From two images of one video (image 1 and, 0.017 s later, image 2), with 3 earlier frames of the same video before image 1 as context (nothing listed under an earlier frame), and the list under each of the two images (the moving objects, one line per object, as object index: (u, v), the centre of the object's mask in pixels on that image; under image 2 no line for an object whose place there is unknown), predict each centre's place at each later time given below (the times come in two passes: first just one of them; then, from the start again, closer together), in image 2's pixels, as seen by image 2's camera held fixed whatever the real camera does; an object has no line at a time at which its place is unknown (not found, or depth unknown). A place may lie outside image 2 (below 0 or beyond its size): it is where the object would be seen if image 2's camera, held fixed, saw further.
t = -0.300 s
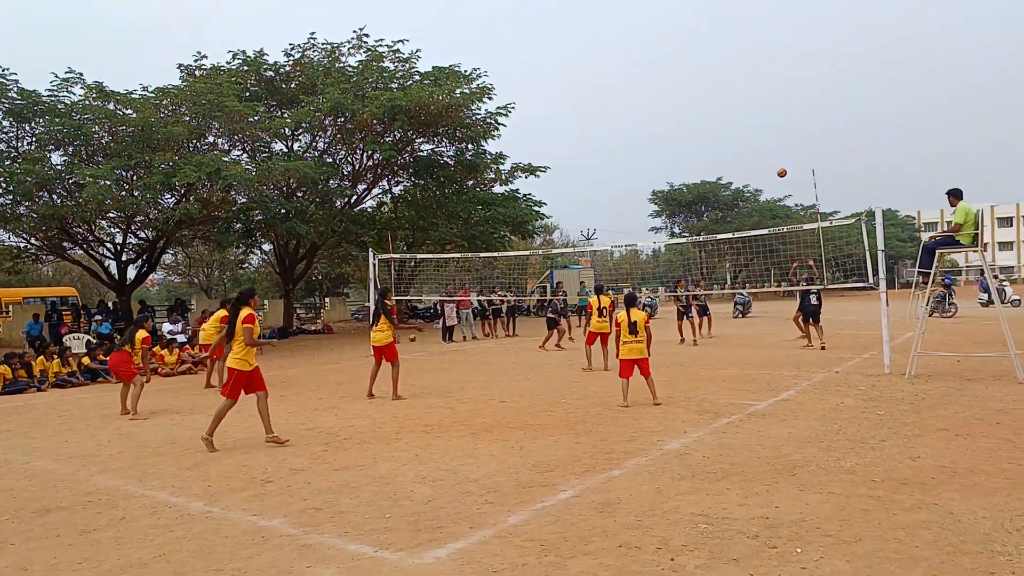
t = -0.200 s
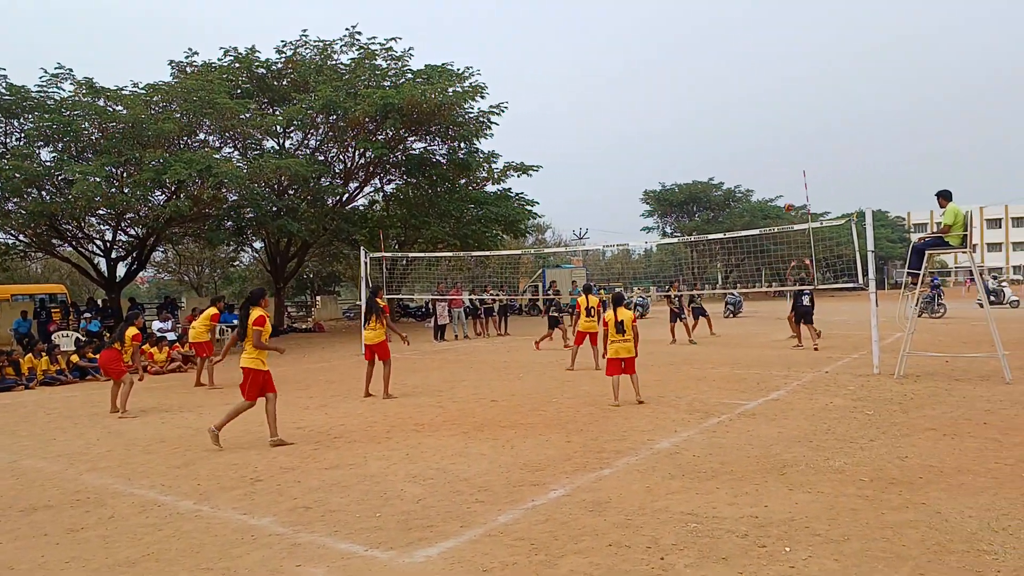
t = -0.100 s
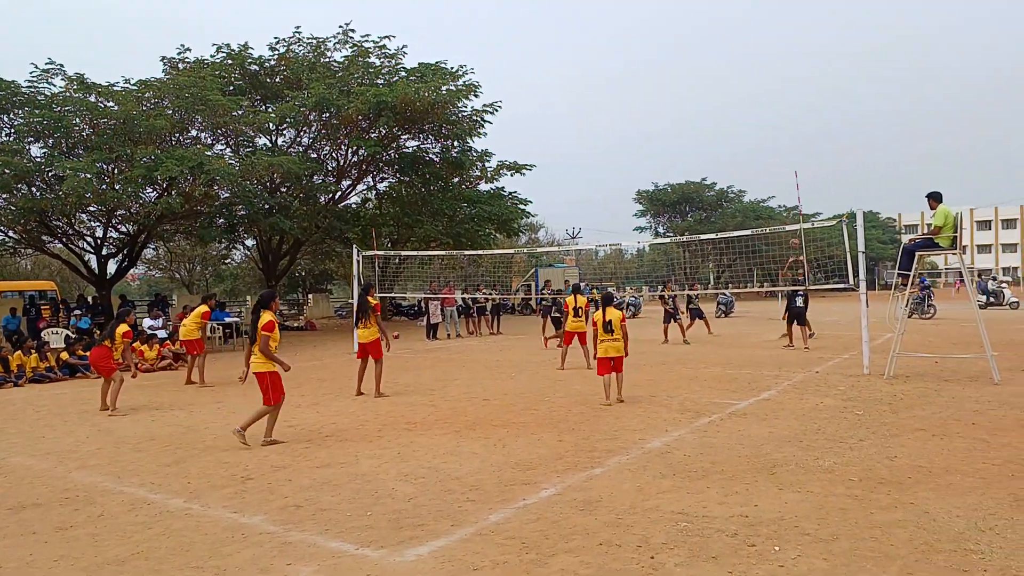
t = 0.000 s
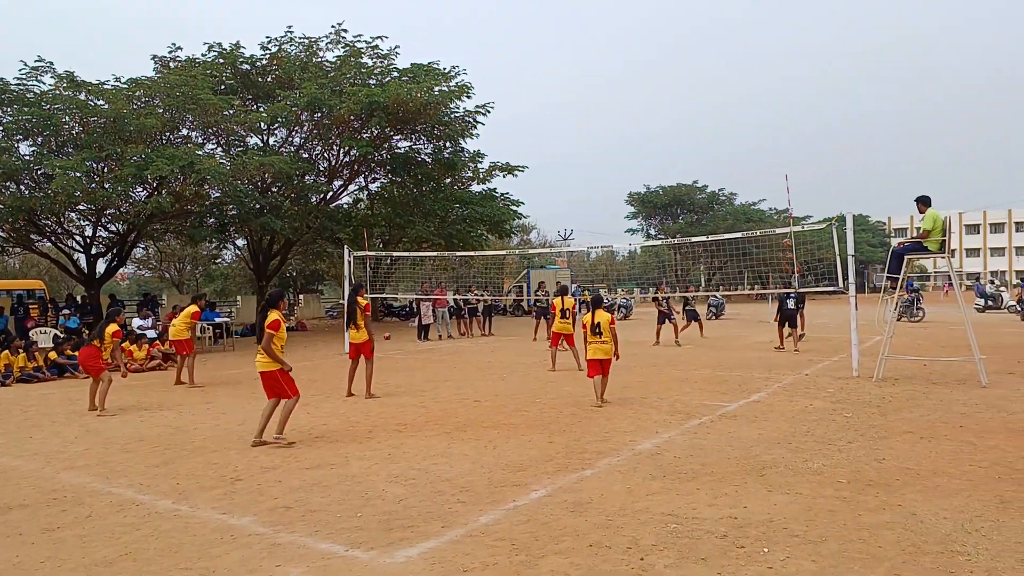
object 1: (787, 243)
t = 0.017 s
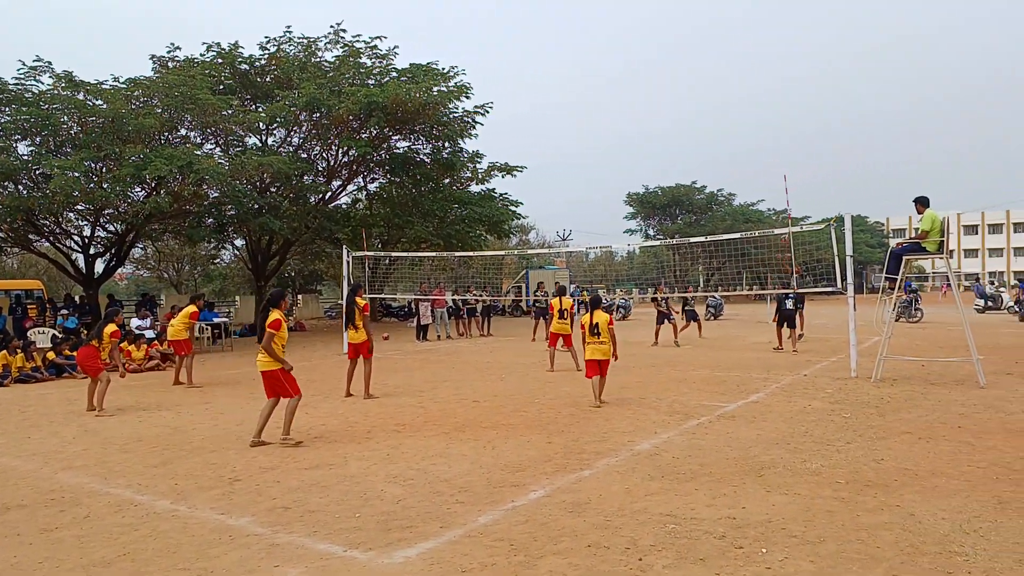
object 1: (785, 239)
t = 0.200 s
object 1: (779, 194)
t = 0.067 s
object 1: (784, 224)
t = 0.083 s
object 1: (782, 222)
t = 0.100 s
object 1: (782, 218)
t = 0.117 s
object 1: (781, 213)
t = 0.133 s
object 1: (781, 210)
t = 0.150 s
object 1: (780, 206)
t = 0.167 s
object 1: (780, 202)
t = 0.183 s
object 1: (779, 198)
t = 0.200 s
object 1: (779, 194)
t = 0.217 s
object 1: (778, 191)
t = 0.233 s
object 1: (777, 188)
